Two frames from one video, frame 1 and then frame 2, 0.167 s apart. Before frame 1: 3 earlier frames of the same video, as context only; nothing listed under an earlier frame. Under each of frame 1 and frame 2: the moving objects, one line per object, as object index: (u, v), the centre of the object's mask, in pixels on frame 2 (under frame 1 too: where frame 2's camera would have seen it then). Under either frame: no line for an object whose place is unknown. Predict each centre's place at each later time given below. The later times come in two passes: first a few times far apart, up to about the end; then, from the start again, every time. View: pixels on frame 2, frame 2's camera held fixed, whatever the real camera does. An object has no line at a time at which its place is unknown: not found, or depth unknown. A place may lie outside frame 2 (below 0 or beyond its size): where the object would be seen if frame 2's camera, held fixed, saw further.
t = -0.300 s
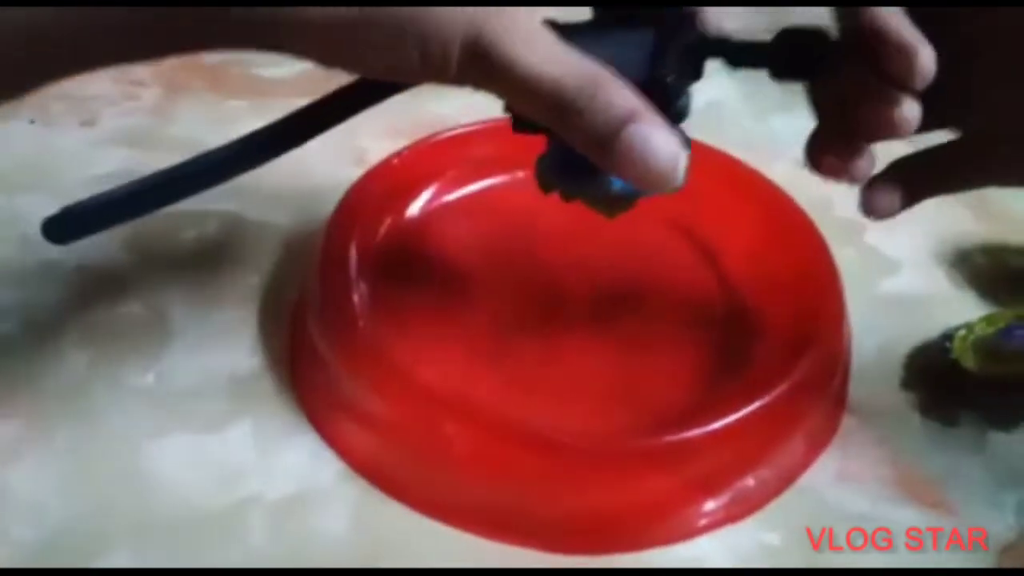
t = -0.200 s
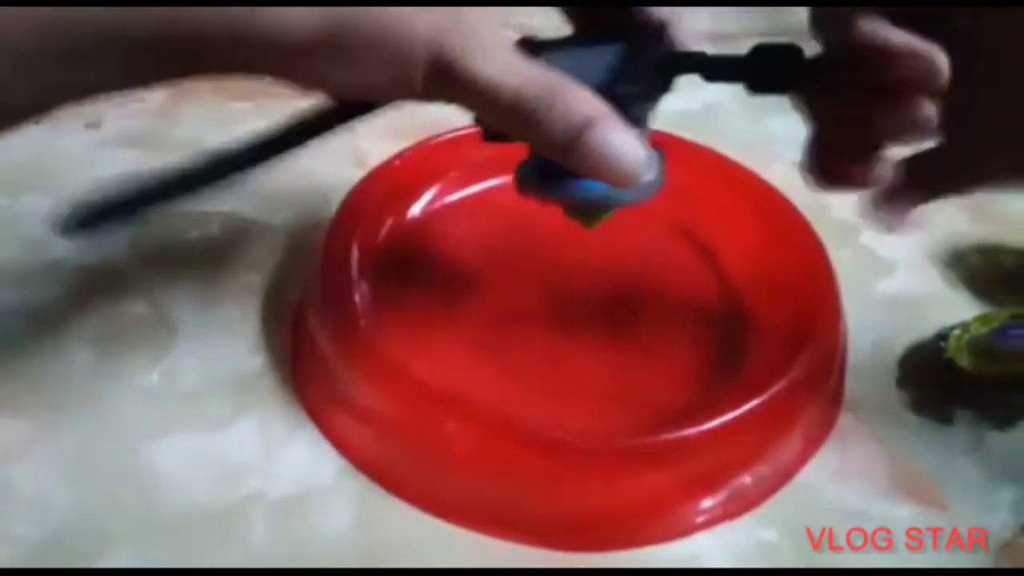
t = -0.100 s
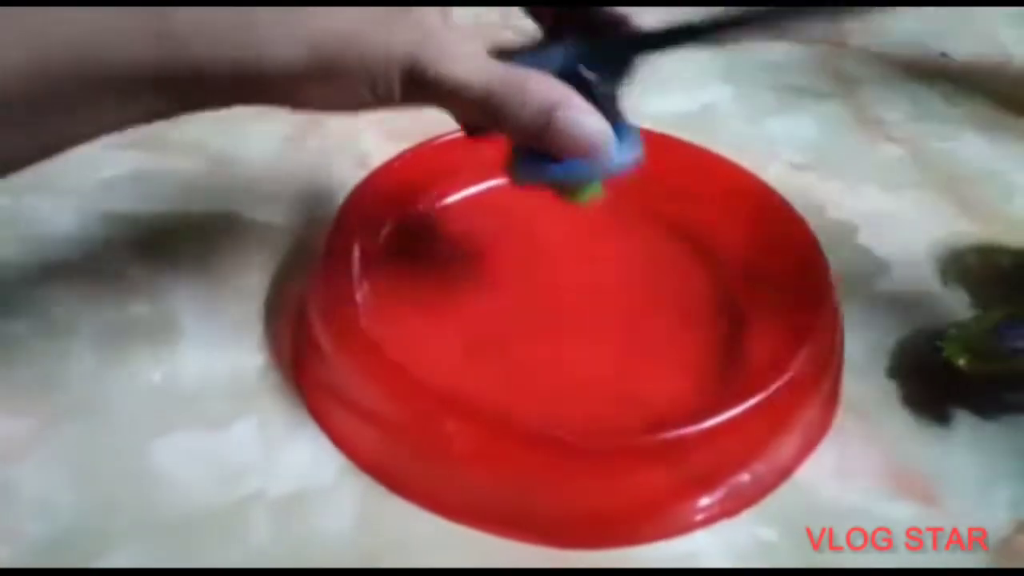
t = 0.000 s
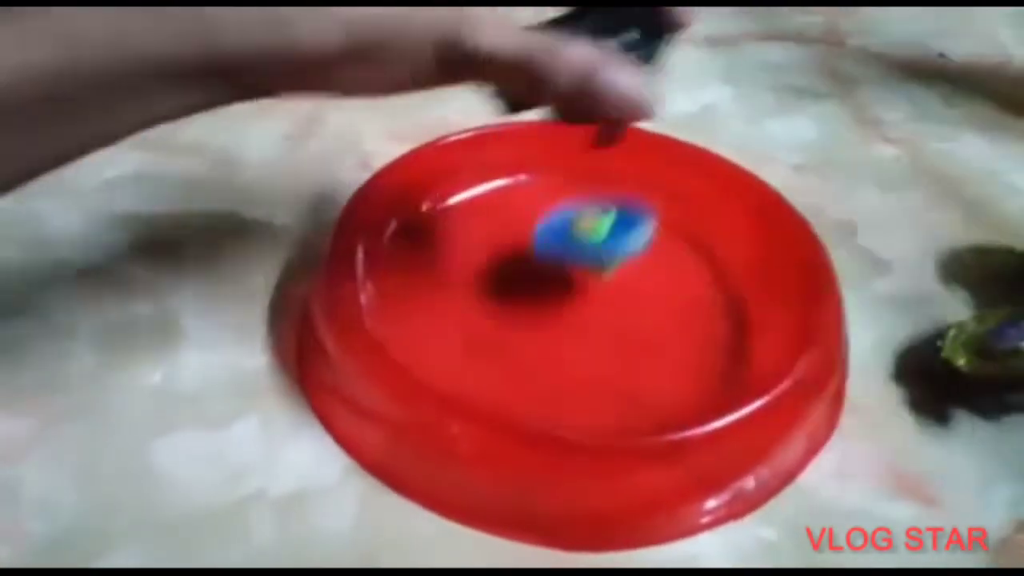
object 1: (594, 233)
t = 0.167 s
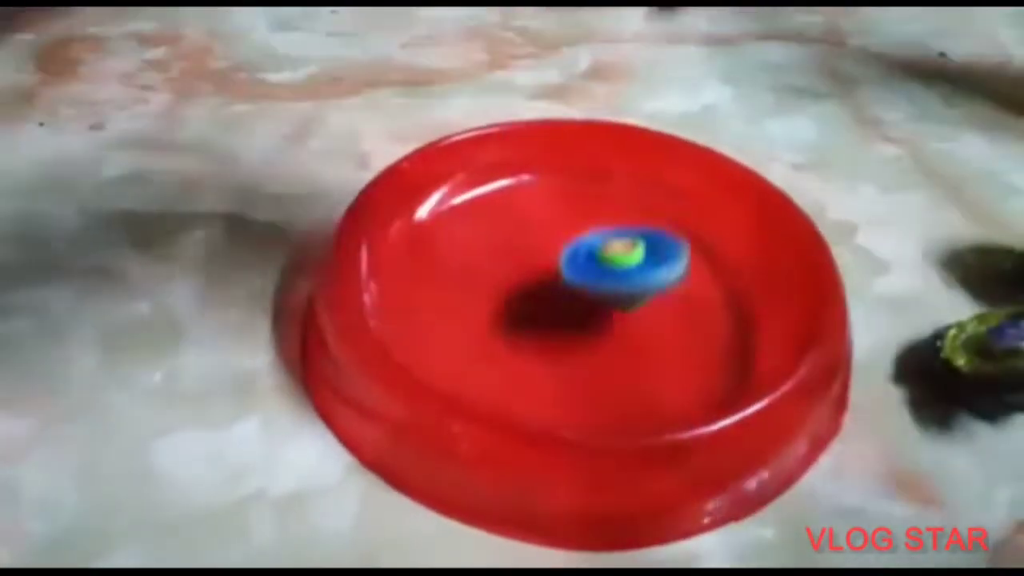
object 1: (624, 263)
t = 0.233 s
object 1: (609, 289)
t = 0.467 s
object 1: (518, 368)
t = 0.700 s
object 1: (513, 367)
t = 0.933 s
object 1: (465, 315)
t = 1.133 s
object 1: (418, 285)
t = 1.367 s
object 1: (445, 256)
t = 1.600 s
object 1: (493, 217)
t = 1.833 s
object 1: (541, 182)
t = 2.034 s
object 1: (583, 171)
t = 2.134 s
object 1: (607, 173)
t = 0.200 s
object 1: (619, 284)
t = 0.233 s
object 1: (609, 289)
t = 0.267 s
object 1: (593, 307)
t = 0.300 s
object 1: (576, 319)
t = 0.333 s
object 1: (559, 330)
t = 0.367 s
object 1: (538, 344)
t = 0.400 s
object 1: (525, 356)
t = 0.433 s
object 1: (522, 363)
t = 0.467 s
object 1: (518, 368)
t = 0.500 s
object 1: (519, 368)
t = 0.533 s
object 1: (519, 370)
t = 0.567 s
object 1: (518, 371)
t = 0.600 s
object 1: (516, 370)
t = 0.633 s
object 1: (515, 369)
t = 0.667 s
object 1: (513, 368)
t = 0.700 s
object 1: (513, 367)
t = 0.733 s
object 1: (512, 365)
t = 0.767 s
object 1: (509, 360)
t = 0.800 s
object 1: (507, 354)
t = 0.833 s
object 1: (501, 346)
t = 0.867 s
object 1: (492, 336)
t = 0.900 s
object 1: (479, 325)
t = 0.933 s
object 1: (465, 315)
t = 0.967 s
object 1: (451, 305)
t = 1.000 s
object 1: (437, 297)
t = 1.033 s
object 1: (424, 291)
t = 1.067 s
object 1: (419, 288)
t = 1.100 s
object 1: (418, 286)
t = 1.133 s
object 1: (418, 285)
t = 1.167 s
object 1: (419, 284)
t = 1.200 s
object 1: (420, 282)
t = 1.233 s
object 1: (422, 278)
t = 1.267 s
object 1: (426, 274)
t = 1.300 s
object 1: (432, 268)
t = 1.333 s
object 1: (439, 262)
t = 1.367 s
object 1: (445, 256)
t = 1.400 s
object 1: (451, 249)
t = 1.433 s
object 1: (457, 243)
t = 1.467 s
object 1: (463, 237)
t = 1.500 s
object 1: (471, 232)
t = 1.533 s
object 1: (478, 226)
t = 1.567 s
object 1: (486, 222)
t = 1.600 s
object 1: (493, 217)
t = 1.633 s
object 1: (500, 211)
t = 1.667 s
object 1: (507, 206)
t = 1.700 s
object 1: (515, 200)
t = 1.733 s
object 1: (521, 195)
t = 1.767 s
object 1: (527, 190)
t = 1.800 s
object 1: (534, 186)
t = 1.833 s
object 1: (541, 182)
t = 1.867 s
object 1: (549, 179)
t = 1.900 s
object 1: (557, 176)
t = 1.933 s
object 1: (566, 173)
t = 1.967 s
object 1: (571, 171)
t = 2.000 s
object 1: (576, 172)
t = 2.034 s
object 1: (583, 171)
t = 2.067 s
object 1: (589, 171)
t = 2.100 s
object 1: (596, 172)
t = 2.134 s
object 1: (607, 173)
